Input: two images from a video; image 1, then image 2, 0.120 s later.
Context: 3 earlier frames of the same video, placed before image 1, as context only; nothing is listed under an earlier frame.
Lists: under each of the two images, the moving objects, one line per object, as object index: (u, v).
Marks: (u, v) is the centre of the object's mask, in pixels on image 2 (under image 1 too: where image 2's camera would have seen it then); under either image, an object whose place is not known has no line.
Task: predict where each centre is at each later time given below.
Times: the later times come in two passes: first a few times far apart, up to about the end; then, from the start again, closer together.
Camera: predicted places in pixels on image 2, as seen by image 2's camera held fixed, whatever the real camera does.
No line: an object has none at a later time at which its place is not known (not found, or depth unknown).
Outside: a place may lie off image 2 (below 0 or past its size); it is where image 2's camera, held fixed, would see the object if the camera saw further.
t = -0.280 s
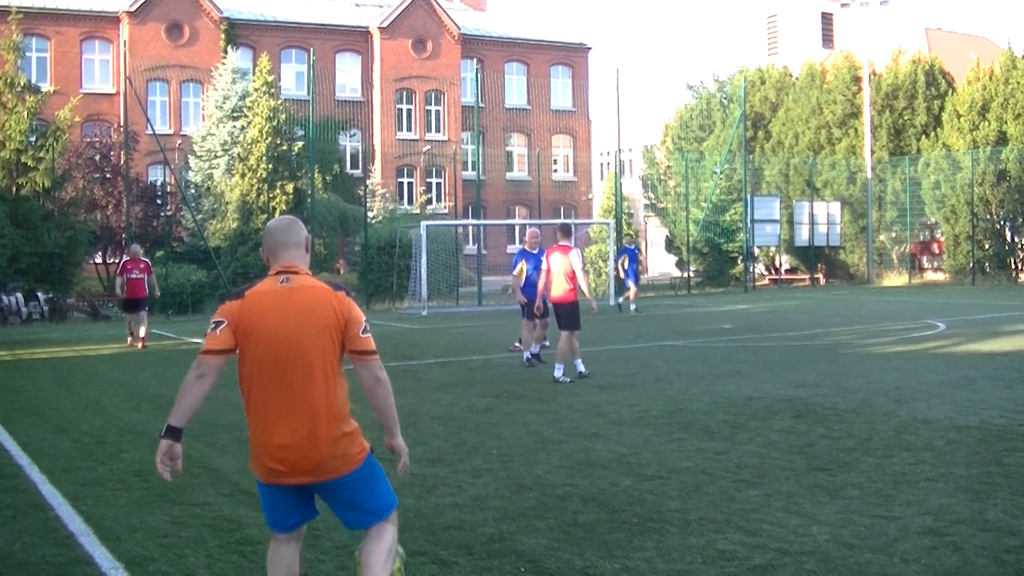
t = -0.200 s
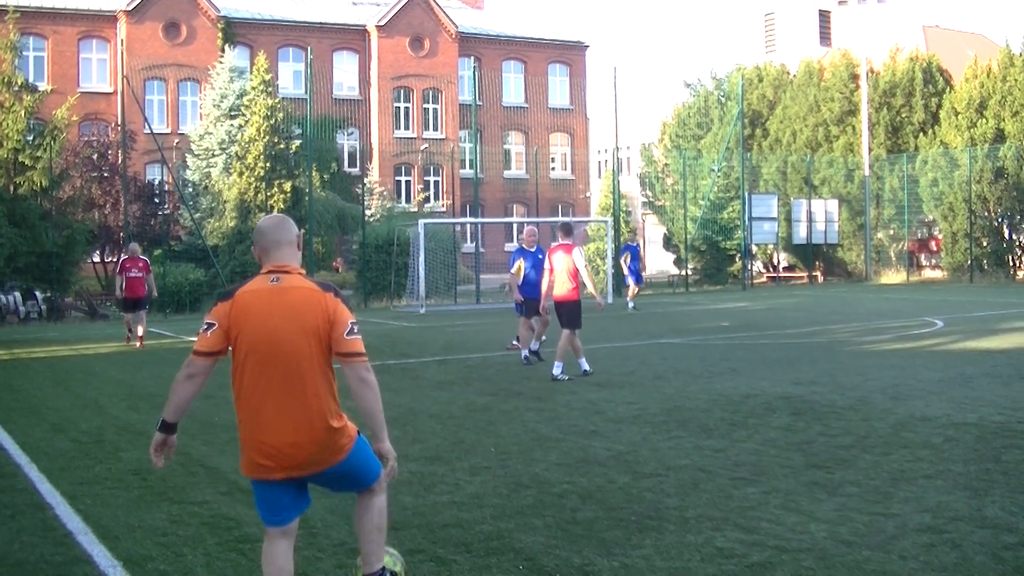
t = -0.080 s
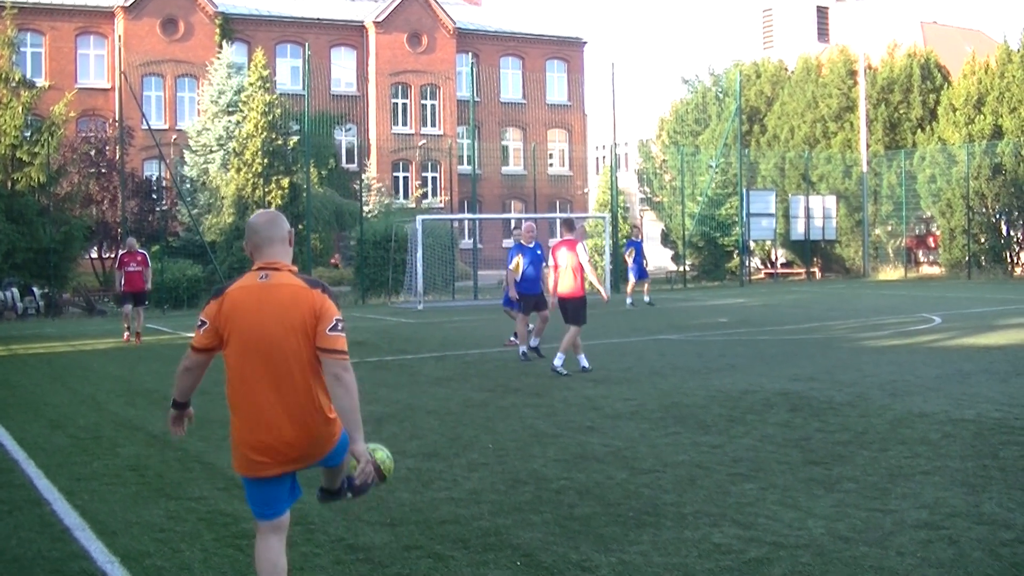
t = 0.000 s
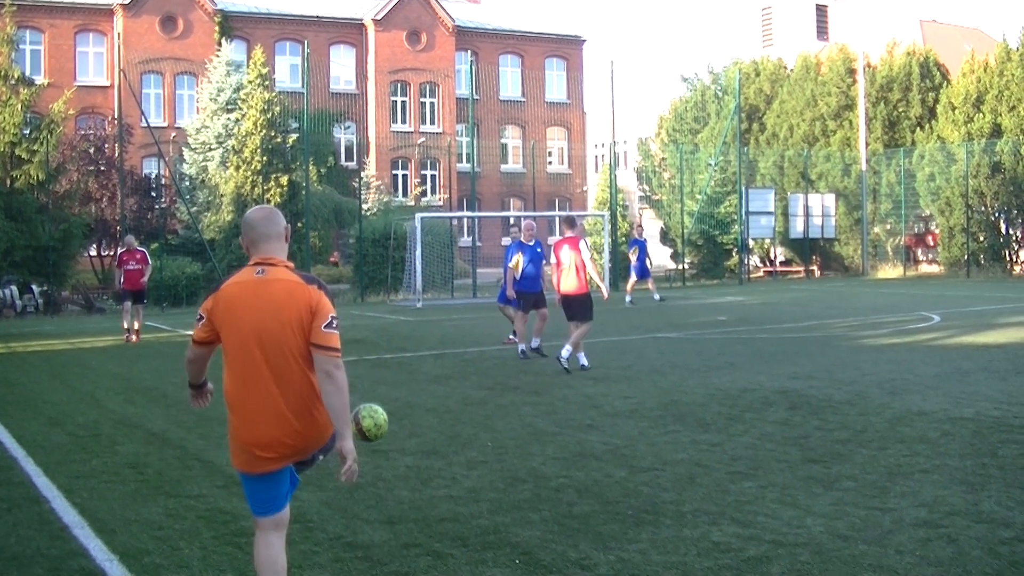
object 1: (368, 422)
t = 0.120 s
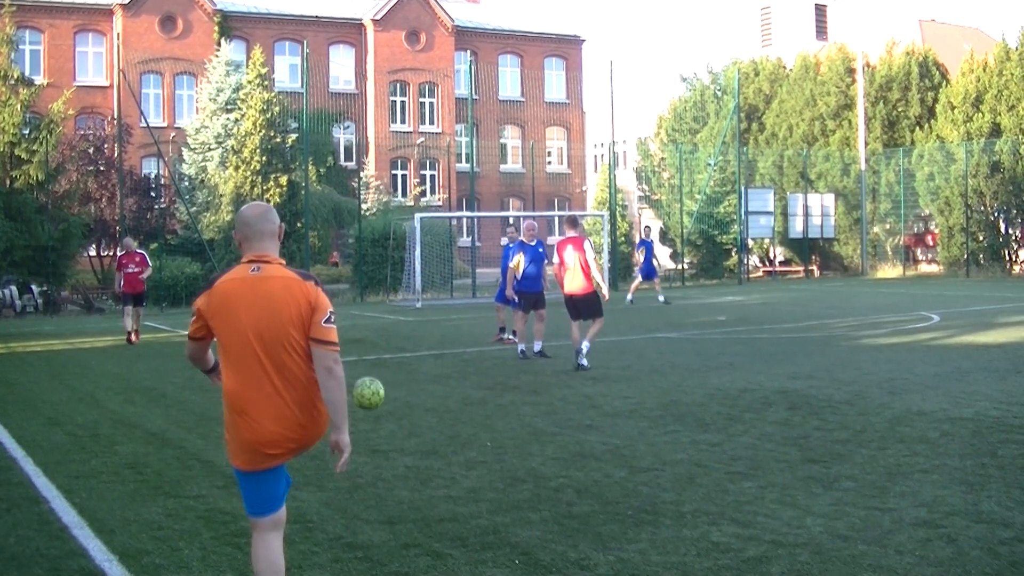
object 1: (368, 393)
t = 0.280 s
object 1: (371, 393)
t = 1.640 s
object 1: (405, 345)
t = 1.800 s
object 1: (407, 341)
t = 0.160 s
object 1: (369, 390)
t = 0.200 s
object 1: (369, 389)
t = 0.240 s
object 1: (370, 389)
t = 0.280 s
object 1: (371, 393)
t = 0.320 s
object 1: (372, 397)
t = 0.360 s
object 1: (374, 405)
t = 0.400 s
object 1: (376, 400)
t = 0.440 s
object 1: (377, 387)
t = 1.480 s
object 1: (403, 346)
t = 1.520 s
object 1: (404, 344)
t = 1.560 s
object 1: (404, 343)
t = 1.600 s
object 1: (405, 344)
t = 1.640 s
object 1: (405, 345)
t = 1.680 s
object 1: (406, 344)
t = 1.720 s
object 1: (406, 341)
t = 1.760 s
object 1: (406, 341)
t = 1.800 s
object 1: (407, 341)
